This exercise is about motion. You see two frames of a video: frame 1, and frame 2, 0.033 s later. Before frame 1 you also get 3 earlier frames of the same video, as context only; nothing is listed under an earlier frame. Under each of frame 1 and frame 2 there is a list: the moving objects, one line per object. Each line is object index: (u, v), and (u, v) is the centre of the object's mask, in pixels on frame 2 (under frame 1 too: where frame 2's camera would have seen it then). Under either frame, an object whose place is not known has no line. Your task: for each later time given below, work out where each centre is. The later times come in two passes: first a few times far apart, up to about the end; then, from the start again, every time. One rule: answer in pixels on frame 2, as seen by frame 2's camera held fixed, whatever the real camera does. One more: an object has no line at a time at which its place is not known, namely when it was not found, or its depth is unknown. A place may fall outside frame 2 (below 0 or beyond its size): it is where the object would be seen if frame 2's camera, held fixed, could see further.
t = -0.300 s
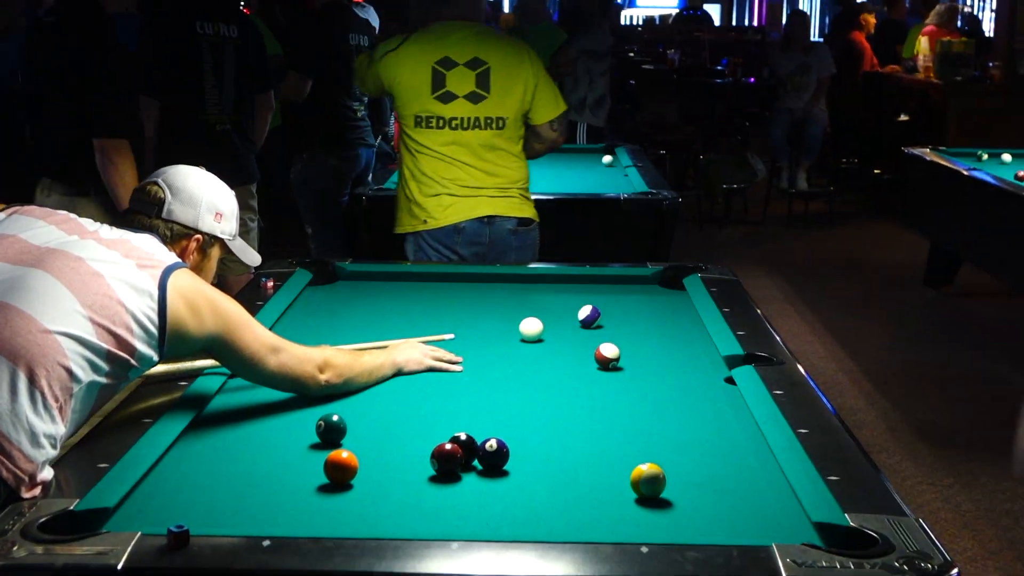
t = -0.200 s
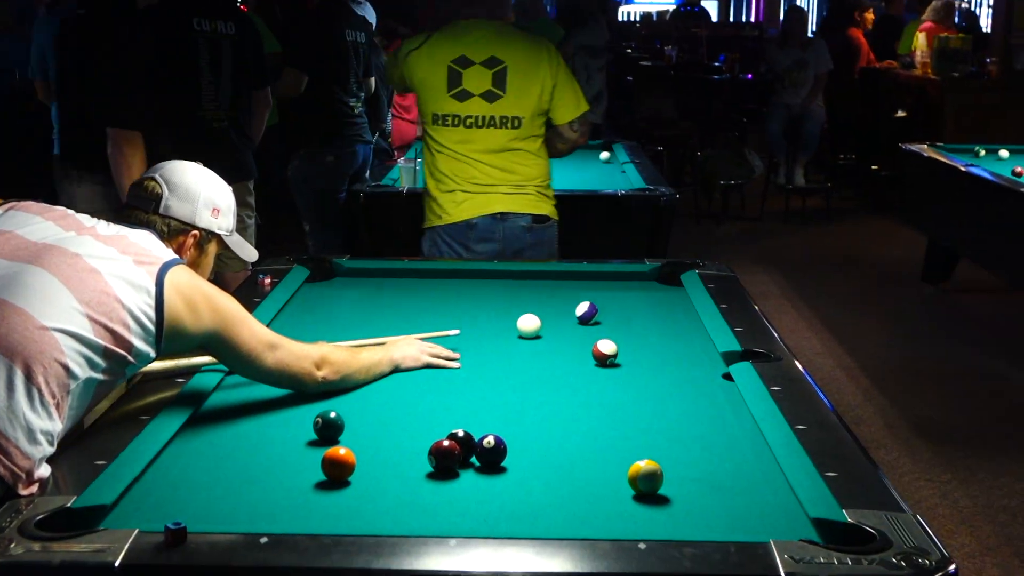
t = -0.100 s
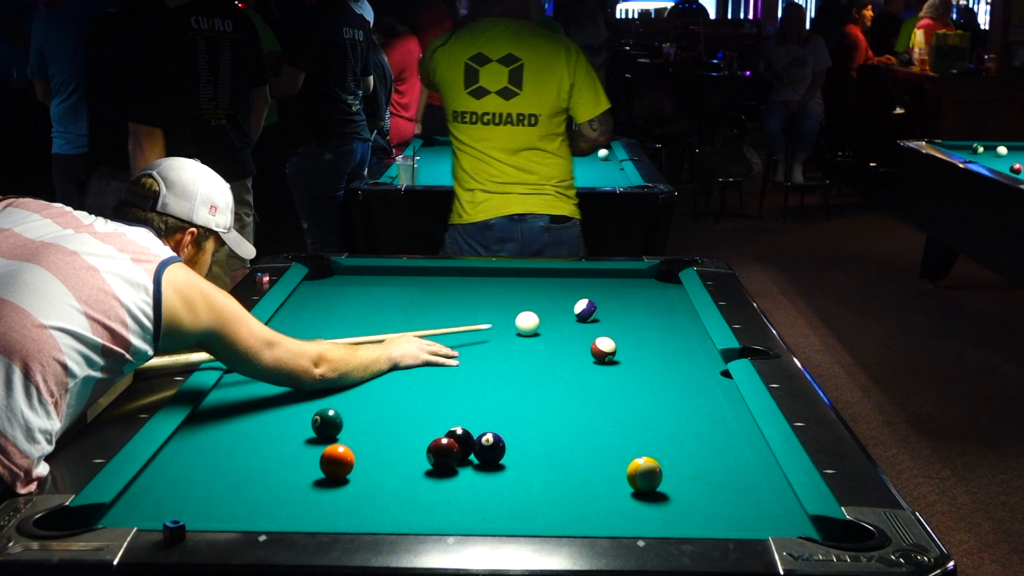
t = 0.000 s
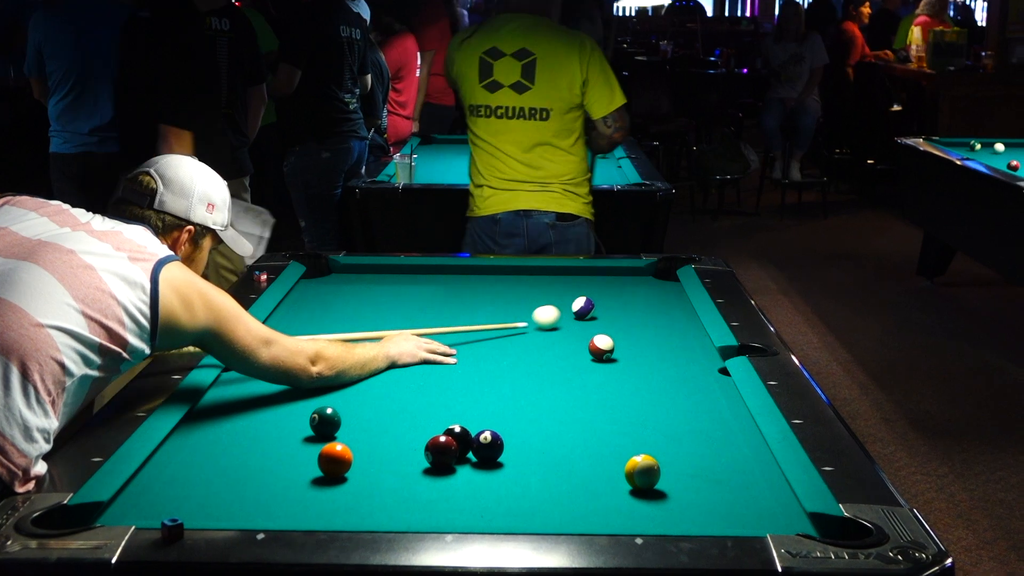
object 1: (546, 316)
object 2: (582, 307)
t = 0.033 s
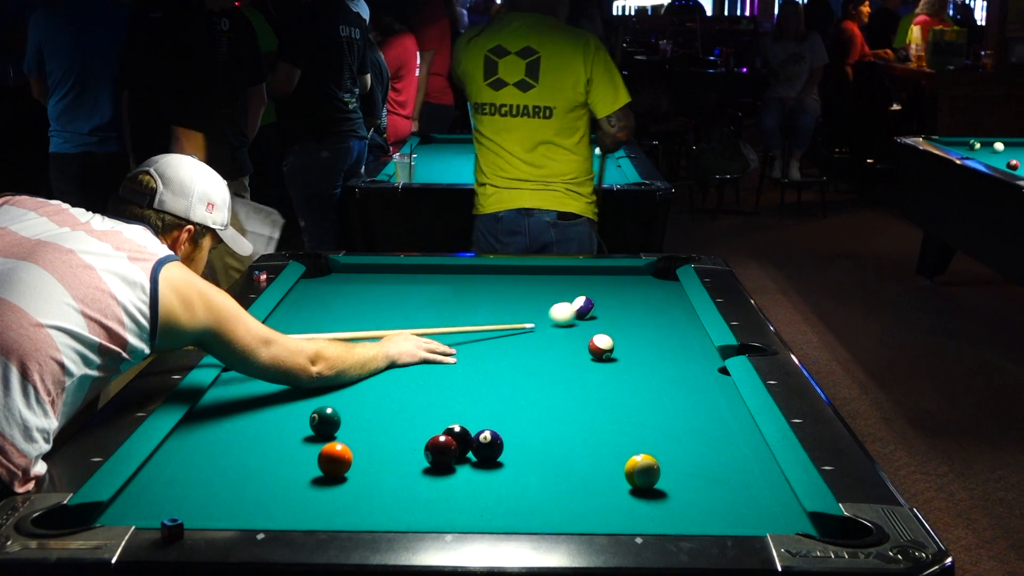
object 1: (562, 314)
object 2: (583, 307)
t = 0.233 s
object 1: (613, 314)
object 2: (601, 293)
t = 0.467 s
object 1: (660, 318)
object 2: (635, 283)
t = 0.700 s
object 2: (656, 273)
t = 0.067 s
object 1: (577, 312)
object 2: (587, 301)
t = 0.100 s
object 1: (585, 312)
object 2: (591, 299)
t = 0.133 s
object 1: (593, 314)
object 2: (596, 298)
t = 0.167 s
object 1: (599, 313)
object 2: (599, 296)
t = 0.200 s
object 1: (606, 314)
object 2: (602, 292)
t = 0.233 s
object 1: (613, 314)
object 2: (601, 293)
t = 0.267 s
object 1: (620, 315)
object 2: (612, 293)
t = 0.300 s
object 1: (626, 315)
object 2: (616, 292)
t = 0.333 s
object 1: (633, 316)
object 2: (619, 290)
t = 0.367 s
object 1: (640, 316)
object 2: (623, 288)
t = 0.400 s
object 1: (647, 317)
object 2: (627, 286)
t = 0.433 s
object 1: (653, 318)
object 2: (631, 286)
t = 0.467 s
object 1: (660, 318)
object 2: (635, 283)
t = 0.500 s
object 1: (667, 319)
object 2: (637, 283)
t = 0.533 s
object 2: (640, 281)
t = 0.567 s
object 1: (680, 320)
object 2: (643, 279)
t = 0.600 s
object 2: (647, 277)
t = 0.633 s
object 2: (651, 277)
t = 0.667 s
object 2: (654, 274)
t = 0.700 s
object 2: (656, 273)
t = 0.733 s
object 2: (659, 272)
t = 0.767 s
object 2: (662, 274)
